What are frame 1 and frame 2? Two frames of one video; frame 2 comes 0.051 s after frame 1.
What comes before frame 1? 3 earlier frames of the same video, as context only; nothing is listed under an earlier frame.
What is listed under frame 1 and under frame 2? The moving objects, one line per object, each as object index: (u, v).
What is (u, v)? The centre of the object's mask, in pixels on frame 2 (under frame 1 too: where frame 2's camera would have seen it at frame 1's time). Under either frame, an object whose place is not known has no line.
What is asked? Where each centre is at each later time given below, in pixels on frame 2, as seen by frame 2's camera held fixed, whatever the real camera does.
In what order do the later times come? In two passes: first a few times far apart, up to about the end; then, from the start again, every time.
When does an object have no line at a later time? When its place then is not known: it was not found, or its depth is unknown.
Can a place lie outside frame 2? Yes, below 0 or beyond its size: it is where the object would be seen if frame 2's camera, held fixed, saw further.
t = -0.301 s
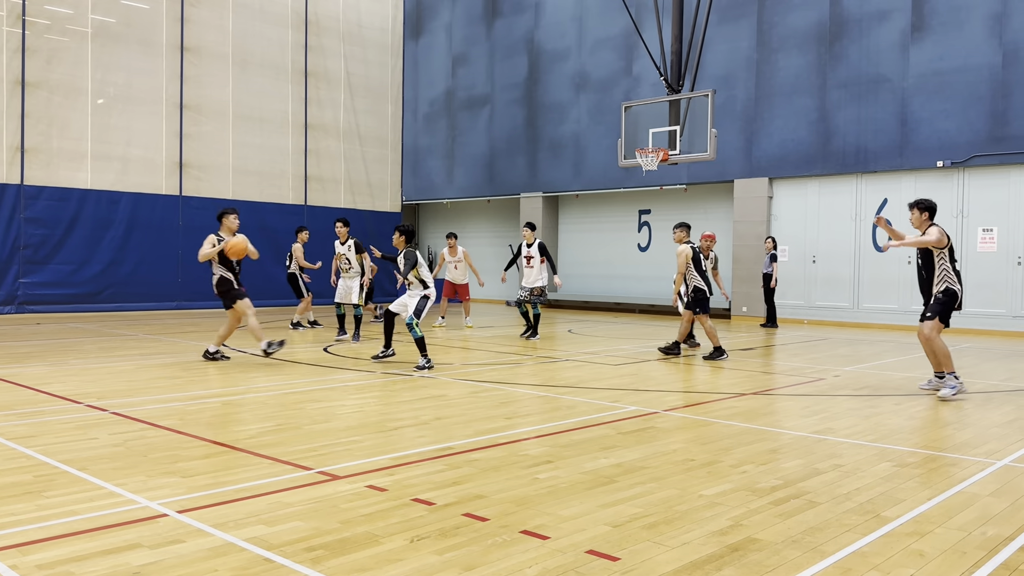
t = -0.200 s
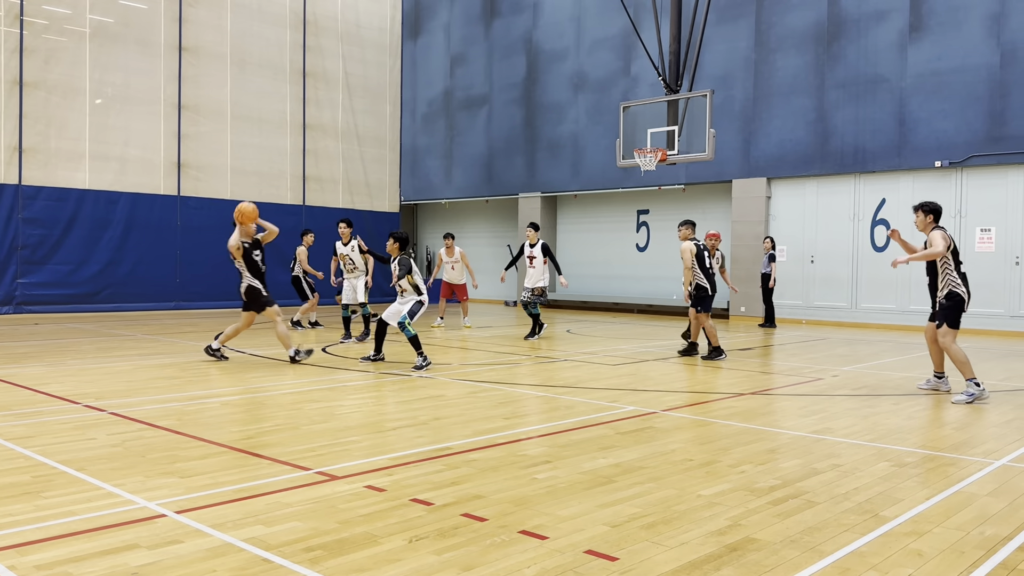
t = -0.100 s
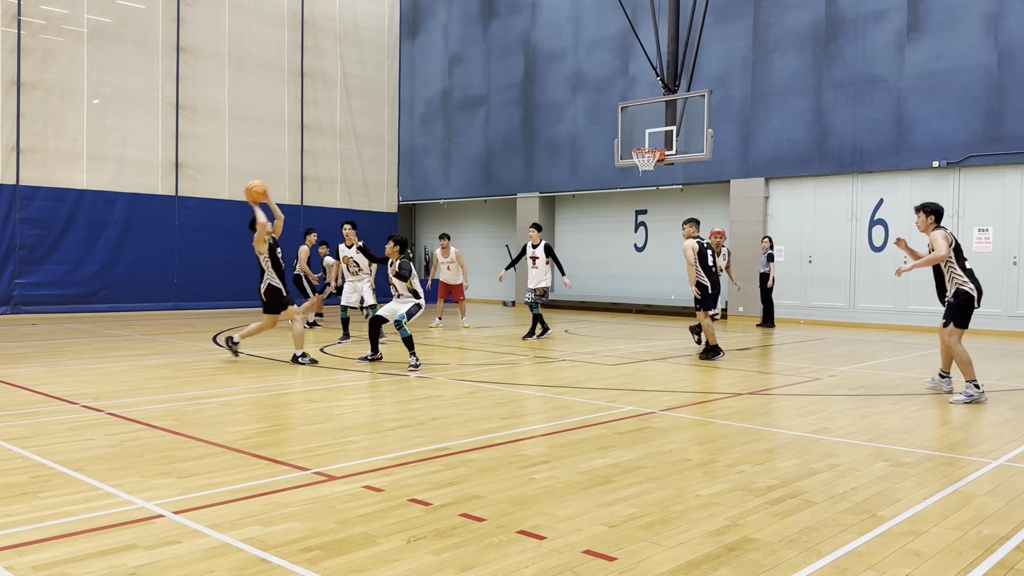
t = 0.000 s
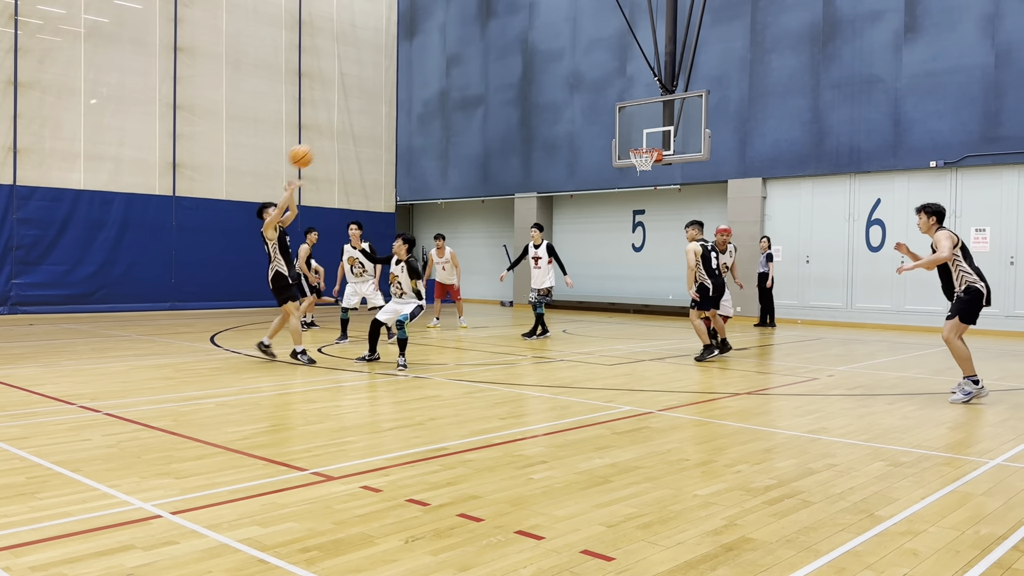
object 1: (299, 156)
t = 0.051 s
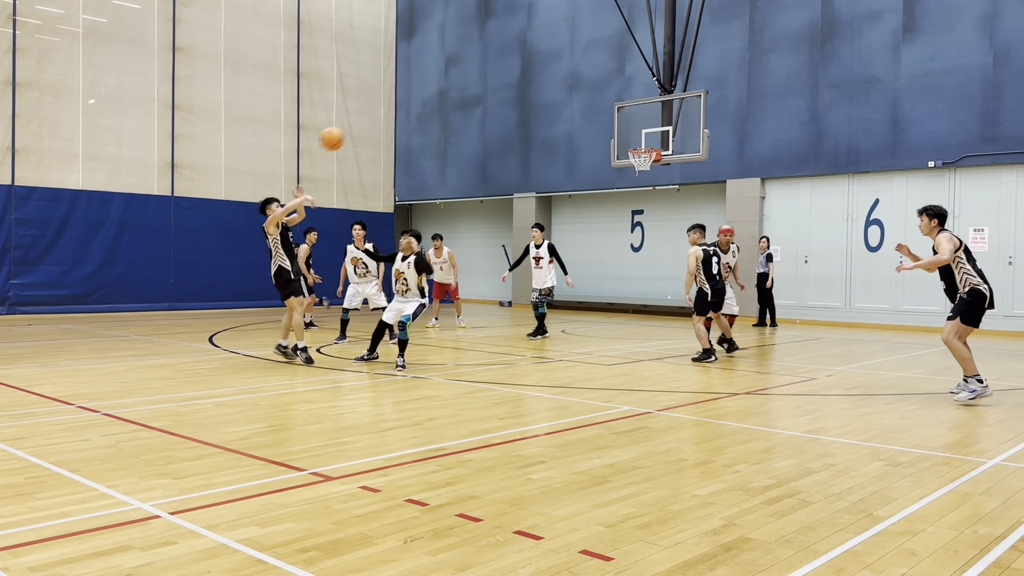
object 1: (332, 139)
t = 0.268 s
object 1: (479, 87)
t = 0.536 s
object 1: (679, 80)
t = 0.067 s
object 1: (342, 134)
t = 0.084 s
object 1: (353, 128)
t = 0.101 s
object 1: (365, 123)
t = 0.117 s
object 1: (376, 119)
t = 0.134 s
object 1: (388, 114)
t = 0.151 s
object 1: (399, 110)
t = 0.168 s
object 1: (410, 106)
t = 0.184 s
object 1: (421, 102)
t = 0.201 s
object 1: (433, 99)
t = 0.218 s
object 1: (444, 96)
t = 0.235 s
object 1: (455, 93)
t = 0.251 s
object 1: (467, 90)
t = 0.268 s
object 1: (479, 87)
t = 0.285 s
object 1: (491, 85)
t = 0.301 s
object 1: (502, 83)
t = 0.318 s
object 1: (515, 81)
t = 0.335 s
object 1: (527, 79)
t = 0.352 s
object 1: (539, 78)
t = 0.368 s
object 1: (551, 77)
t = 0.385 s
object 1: (564, 76)
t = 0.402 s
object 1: (576, 75)
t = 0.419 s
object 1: (588, 75)
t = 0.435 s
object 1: (601, 75)
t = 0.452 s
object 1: (614, 75)
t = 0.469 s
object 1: (627, 76)
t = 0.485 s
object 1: (639, 76)
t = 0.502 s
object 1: (653, 77)
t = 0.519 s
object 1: (666, 79)
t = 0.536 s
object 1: (679, 80)
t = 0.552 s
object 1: (693, 82)
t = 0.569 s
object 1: (707, 84)
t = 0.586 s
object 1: (720, 87)
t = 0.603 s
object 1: (734, 90)
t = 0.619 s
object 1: (748, 93)
